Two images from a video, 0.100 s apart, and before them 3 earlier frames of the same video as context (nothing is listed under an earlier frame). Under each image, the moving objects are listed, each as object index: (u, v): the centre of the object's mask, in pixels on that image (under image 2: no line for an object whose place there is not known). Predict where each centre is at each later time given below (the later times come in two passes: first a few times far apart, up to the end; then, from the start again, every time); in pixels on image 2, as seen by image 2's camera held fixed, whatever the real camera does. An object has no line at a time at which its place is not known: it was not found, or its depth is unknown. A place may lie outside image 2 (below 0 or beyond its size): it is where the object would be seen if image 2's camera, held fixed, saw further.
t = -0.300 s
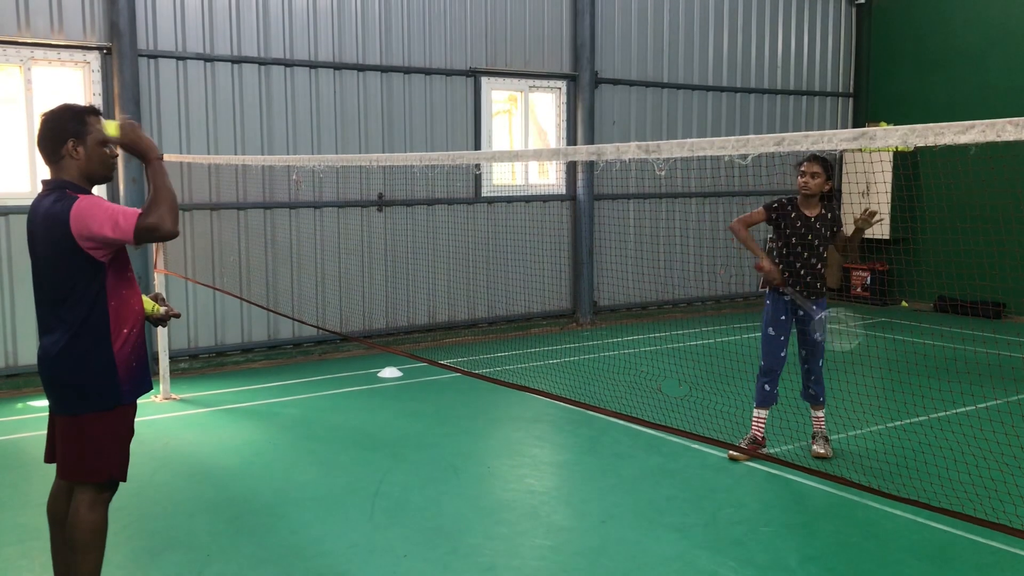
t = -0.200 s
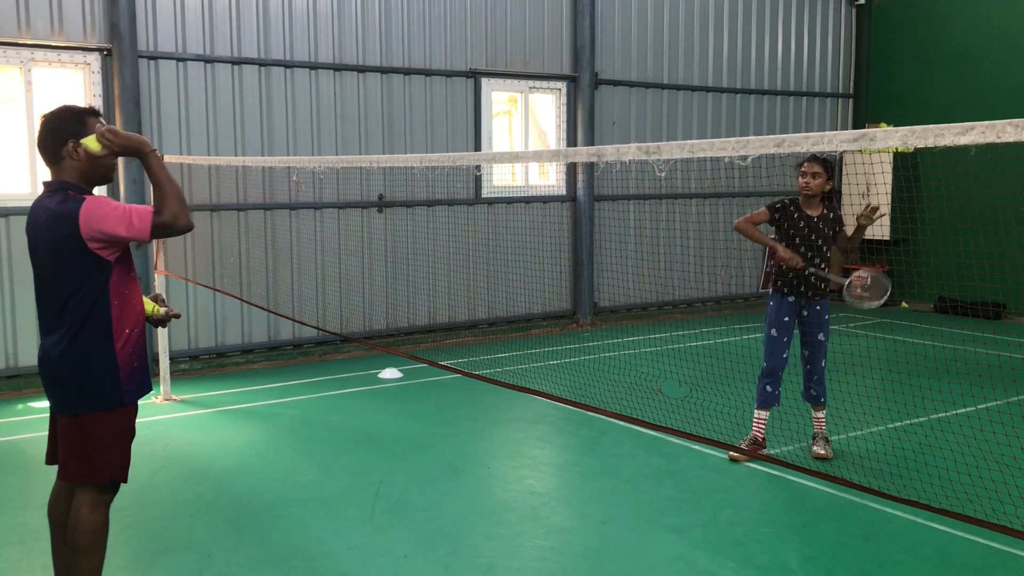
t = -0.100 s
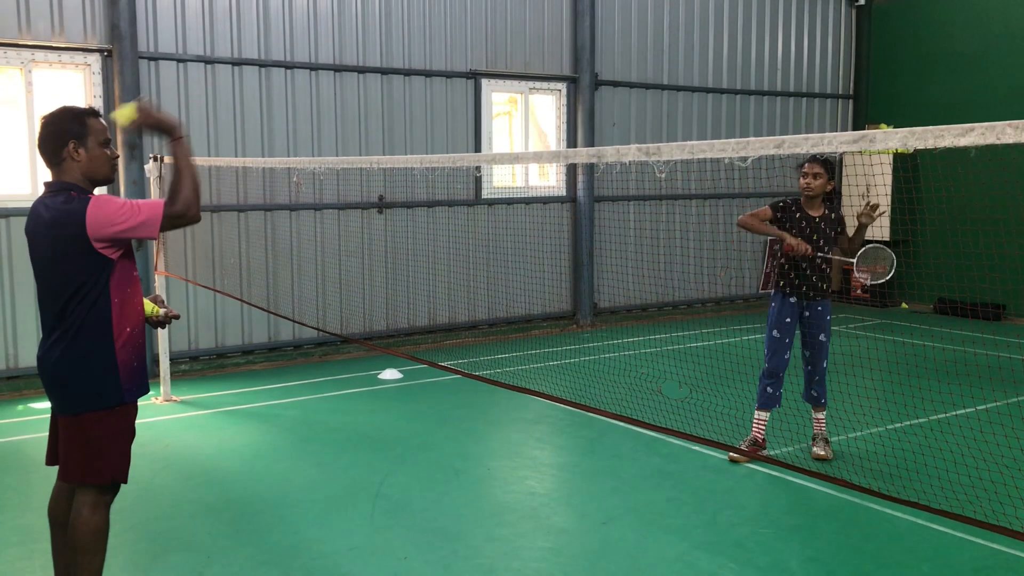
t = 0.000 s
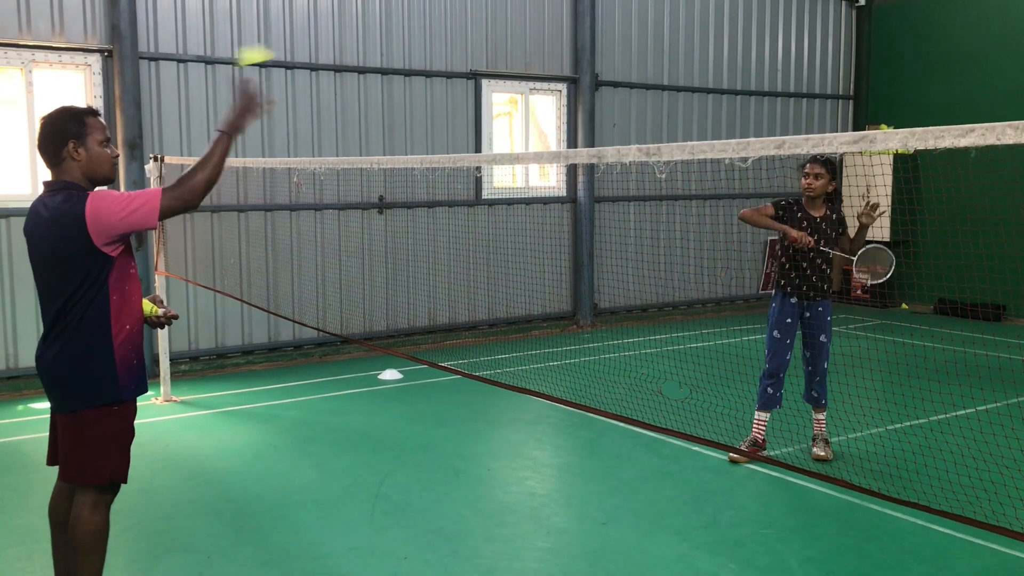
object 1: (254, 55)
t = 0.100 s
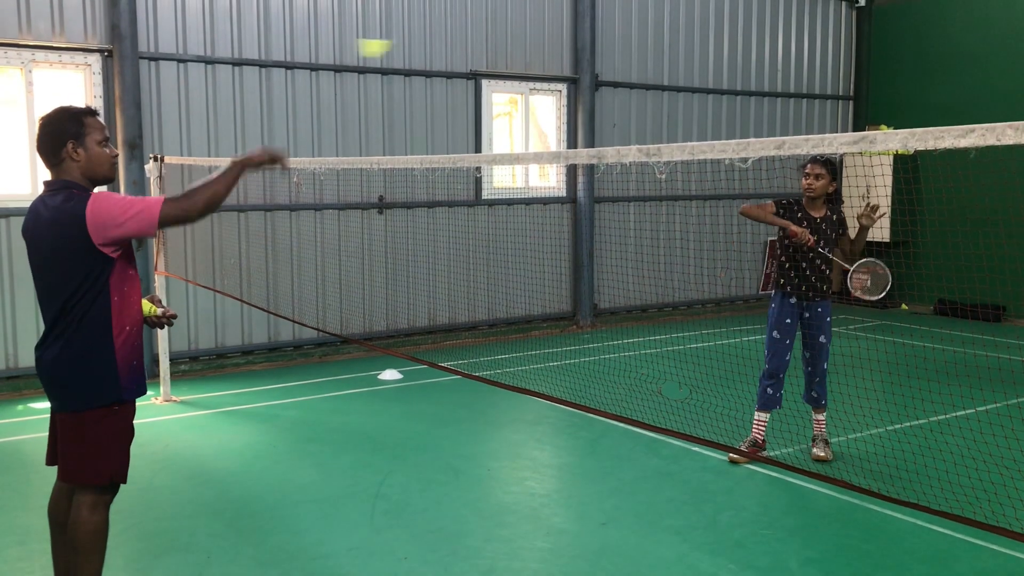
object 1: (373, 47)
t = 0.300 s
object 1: (554, 90)
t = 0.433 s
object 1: (641, 169)
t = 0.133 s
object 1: (406, 50)
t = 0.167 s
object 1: (439, 53)
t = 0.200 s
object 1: (469, 59)
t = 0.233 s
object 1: (498, 66)
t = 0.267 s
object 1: (526, 76)
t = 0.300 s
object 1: (554, 90)
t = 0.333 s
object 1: (579, 106)
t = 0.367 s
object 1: (601, 124)
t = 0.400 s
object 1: (619, 141)
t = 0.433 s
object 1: (641, 169)
